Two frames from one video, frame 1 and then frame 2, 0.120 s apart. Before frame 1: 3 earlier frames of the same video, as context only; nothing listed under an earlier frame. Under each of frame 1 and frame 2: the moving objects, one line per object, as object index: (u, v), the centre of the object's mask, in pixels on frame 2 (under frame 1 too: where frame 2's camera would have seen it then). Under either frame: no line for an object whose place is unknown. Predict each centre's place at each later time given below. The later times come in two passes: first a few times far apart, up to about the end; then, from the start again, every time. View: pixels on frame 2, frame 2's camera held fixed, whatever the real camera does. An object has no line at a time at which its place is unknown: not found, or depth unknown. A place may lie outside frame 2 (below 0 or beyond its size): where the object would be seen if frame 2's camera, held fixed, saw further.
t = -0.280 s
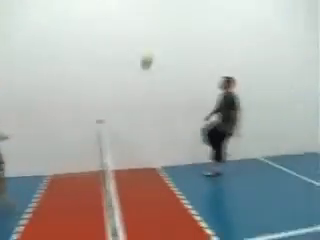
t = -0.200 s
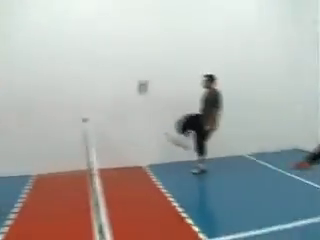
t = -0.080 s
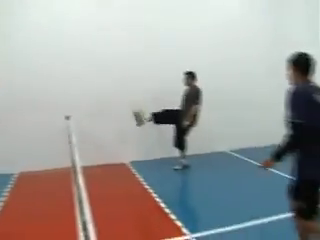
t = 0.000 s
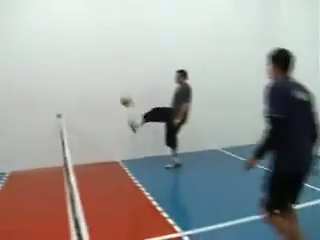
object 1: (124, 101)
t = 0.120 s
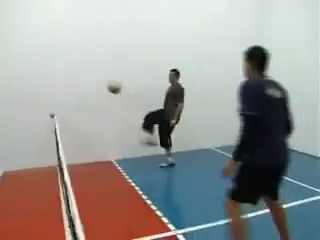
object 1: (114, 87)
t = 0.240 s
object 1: (109, 81)
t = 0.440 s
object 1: (102, 97)
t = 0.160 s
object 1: (112, 84)
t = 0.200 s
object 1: (110, 82)
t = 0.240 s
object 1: (109, 81)
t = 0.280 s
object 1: (101, 80)
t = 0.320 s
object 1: (101, 82)
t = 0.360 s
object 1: (101, 85)
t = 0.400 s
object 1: (102, 90)
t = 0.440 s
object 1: (102, 97)
